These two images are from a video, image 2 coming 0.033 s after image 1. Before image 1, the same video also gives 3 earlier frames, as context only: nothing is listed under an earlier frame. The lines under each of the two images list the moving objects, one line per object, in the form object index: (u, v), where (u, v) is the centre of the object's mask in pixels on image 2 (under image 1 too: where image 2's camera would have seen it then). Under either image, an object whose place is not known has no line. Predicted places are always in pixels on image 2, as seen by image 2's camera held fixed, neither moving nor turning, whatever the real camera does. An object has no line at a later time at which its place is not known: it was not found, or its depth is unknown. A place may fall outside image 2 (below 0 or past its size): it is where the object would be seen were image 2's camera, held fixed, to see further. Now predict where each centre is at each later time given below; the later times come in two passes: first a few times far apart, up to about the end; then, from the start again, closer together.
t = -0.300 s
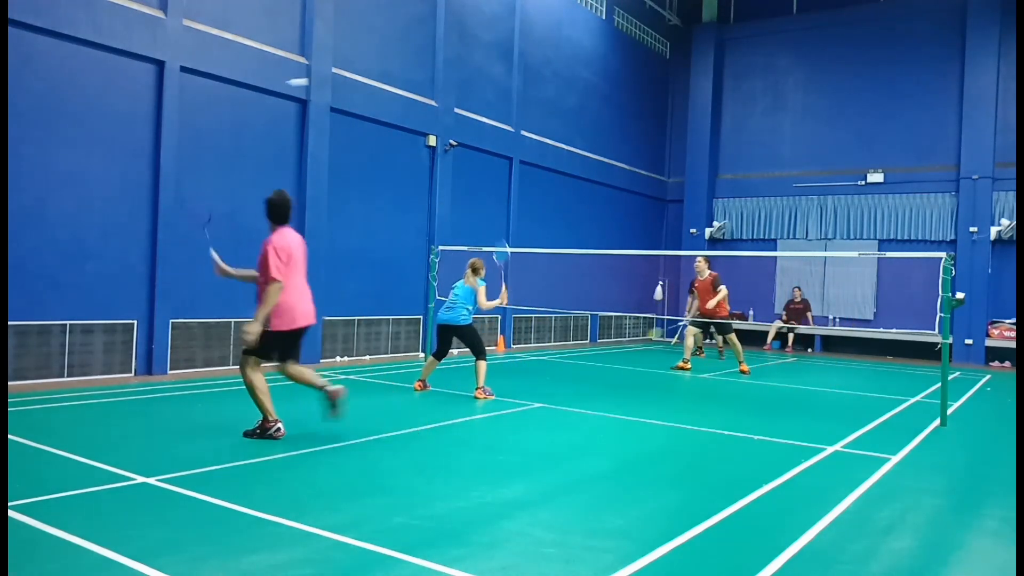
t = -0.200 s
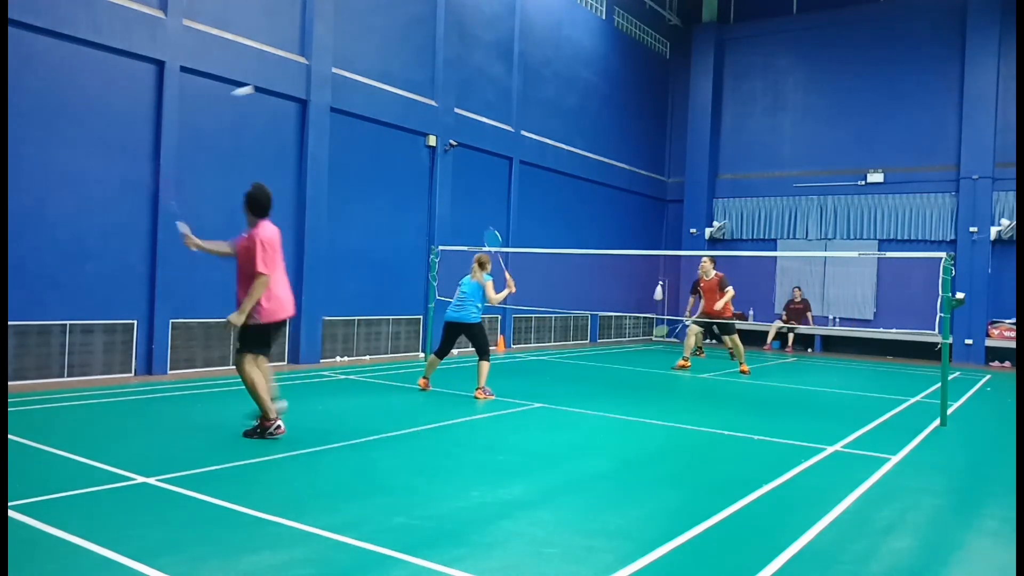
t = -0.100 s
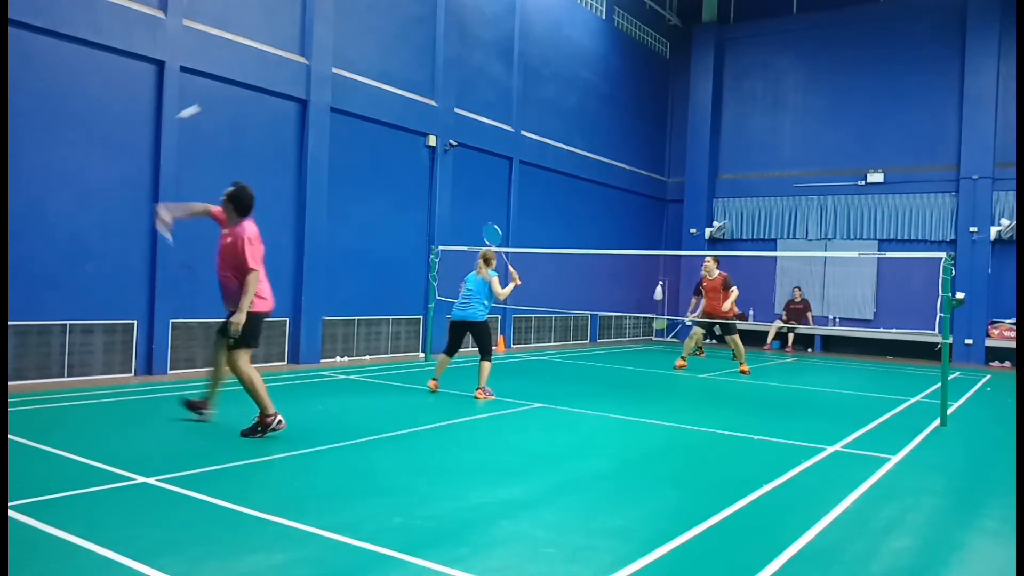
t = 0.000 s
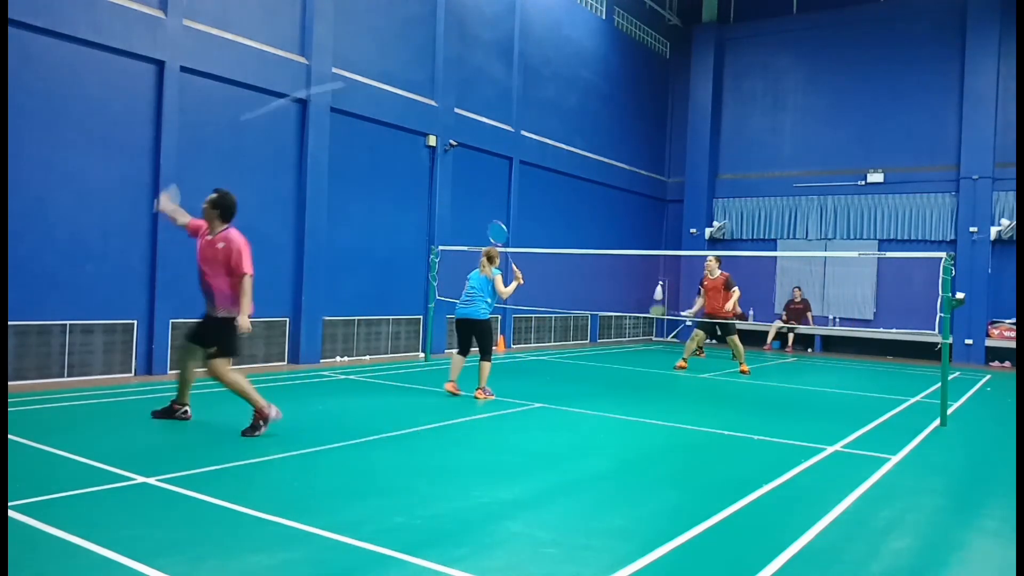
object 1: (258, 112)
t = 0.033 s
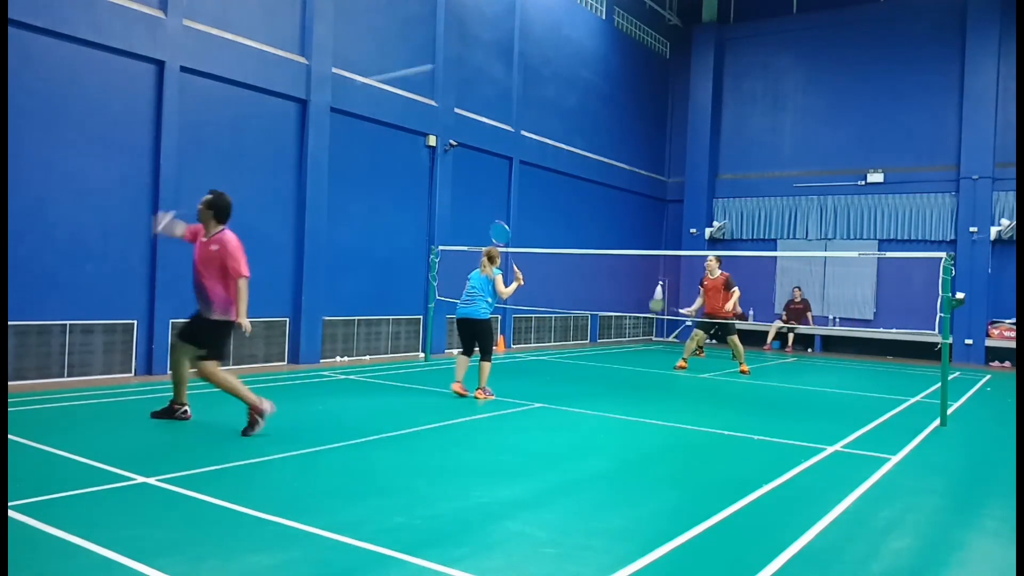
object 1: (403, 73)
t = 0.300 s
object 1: (702, 26)
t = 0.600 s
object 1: (817, 56)
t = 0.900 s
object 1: (880, 124)
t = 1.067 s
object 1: (904, 174)
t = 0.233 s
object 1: (660, 27)
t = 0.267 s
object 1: (682, 26)
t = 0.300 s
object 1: (702, 26)
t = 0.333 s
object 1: (720, 27)
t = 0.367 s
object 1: (736, 28)
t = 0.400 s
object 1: (751, 31)
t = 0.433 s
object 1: (764, 33)
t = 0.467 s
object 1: (776, 37)
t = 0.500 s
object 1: (788, 41)
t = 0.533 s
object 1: (798, 45)
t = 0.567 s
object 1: (808, 50)
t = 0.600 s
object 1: (817, 56)
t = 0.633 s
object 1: (826, 62)
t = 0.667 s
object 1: (834, 68)
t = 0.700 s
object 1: (842, 75)
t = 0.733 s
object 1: (849, 82)
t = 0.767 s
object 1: (856, 89)
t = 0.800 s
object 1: (863, 97)
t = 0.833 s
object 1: (869, 106)
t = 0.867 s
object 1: (875, 114)
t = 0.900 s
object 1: (880, 124)
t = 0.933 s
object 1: (886, 133)
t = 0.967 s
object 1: (891, 143)
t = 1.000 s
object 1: (896, 153)
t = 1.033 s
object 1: (900, 163)
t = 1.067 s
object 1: (904, 174)
